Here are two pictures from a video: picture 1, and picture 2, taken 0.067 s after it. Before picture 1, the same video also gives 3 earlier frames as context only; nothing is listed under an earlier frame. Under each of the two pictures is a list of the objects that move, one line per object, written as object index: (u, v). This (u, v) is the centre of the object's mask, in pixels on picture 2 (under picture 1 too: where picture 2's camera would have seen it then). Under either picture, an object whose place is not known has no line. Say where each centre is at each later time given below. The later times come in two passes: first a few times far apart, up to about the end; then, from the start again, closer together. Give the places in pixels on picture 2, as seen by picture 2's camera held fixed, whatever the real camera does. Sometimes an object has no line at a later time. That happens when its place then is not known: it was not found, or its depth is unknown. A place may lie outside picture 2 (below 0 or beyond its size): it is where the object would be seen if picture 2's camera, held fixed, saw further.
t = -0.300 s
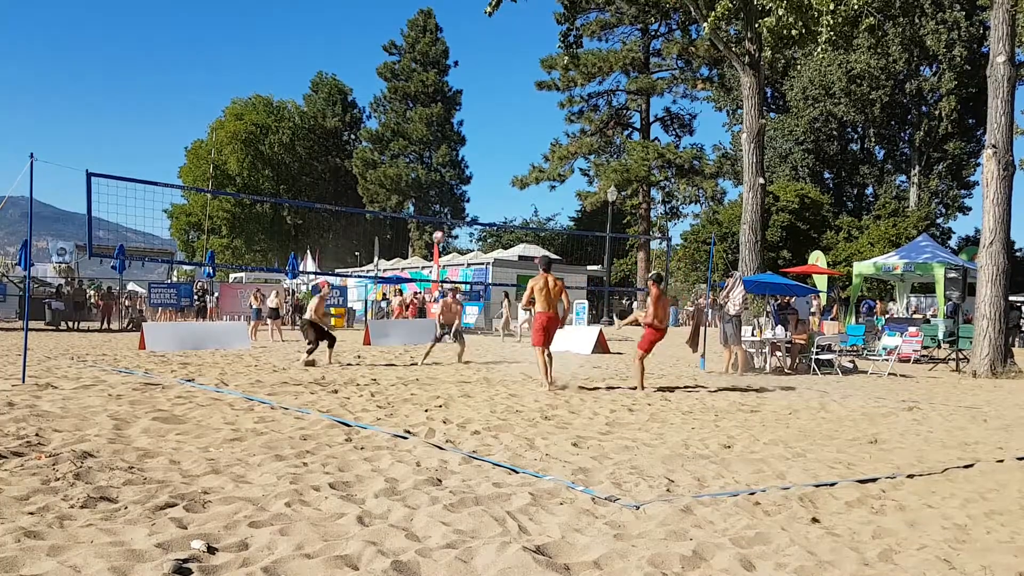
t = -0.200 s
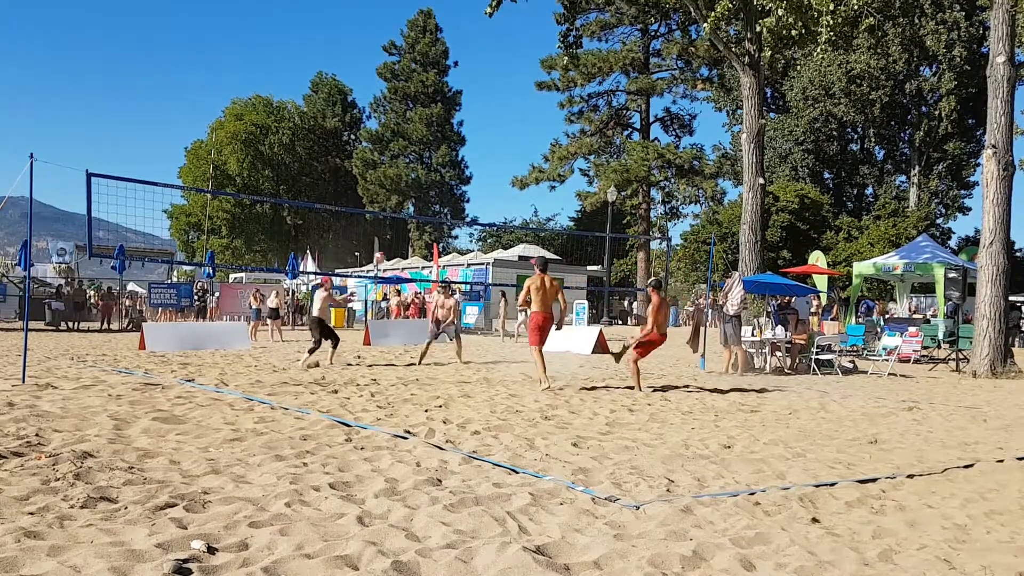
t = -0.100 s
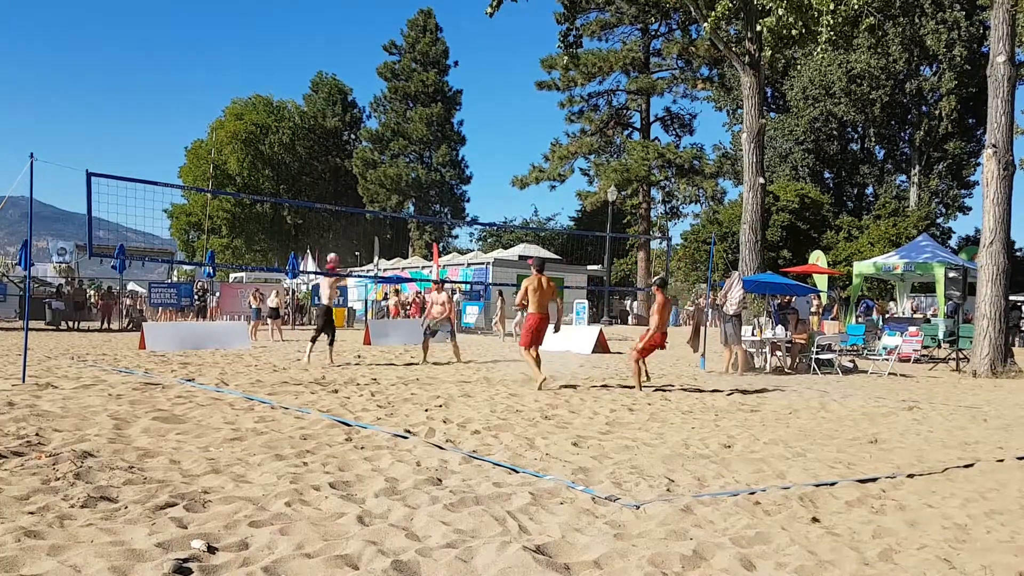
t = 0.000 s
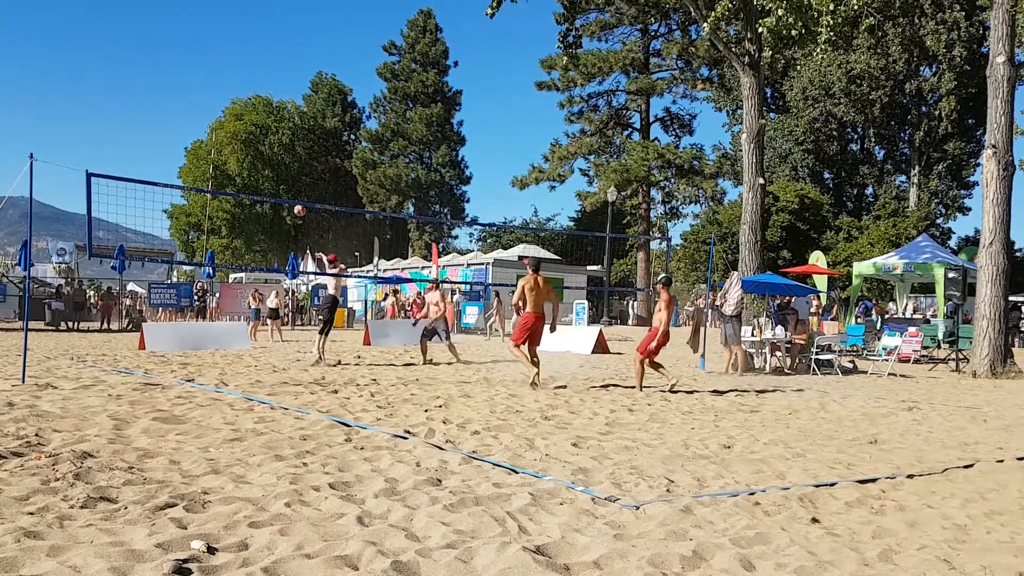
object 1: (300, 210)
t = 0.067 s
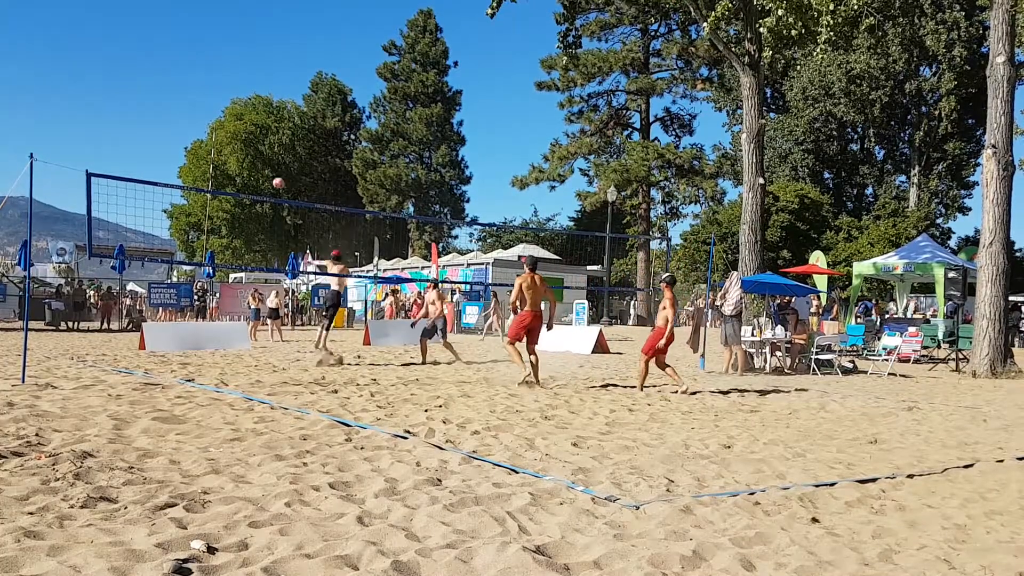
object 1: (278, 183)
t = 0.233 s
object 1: (226, 131)
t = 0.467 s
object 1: (165, 92)
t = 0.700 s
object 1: (110, 85)
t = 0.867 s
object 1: (76, 95)
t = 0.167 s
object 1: (248, 149)
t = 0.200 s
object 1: (237, 140)
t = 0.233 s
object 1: (226, 131)
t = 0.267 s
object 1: (217, 123)
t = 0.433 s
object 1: (174, 95)
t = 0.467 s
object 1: (165, 92)
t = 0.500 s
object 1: (157, 89)
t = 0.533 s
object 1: (149, 87)
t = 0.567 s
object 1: (141, 85)
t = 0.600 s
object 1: (133, 84)
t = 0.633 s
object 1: (125, 84)
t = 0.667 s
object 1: (118, 84)
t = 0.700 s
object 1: (110, 85)
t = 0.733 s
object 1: (104, 86)
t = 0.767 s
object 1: (97, 88)
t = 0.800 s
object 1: (90, 90)
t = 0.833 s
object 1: (83, 93)
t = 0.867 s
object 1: (76, 95)
